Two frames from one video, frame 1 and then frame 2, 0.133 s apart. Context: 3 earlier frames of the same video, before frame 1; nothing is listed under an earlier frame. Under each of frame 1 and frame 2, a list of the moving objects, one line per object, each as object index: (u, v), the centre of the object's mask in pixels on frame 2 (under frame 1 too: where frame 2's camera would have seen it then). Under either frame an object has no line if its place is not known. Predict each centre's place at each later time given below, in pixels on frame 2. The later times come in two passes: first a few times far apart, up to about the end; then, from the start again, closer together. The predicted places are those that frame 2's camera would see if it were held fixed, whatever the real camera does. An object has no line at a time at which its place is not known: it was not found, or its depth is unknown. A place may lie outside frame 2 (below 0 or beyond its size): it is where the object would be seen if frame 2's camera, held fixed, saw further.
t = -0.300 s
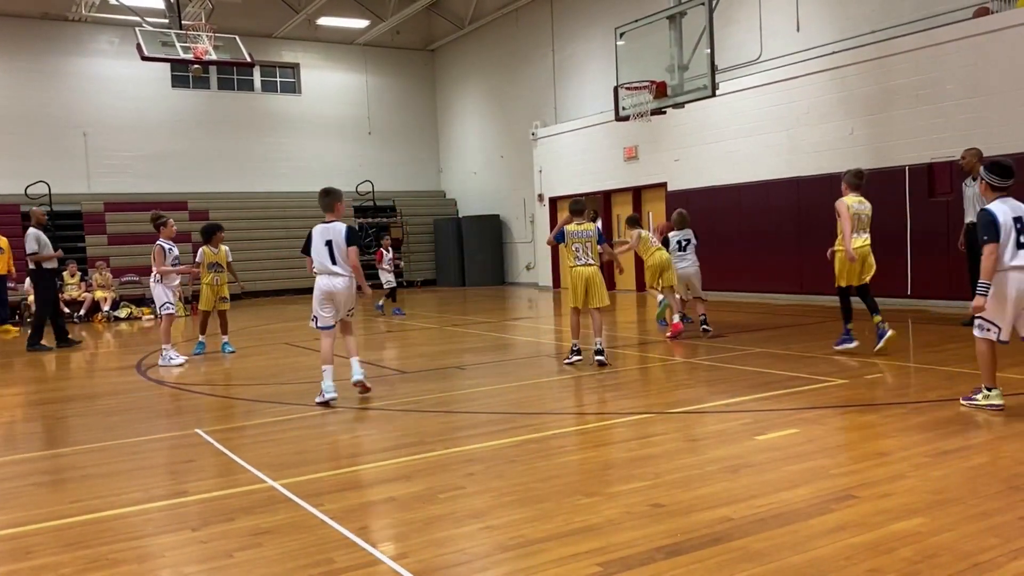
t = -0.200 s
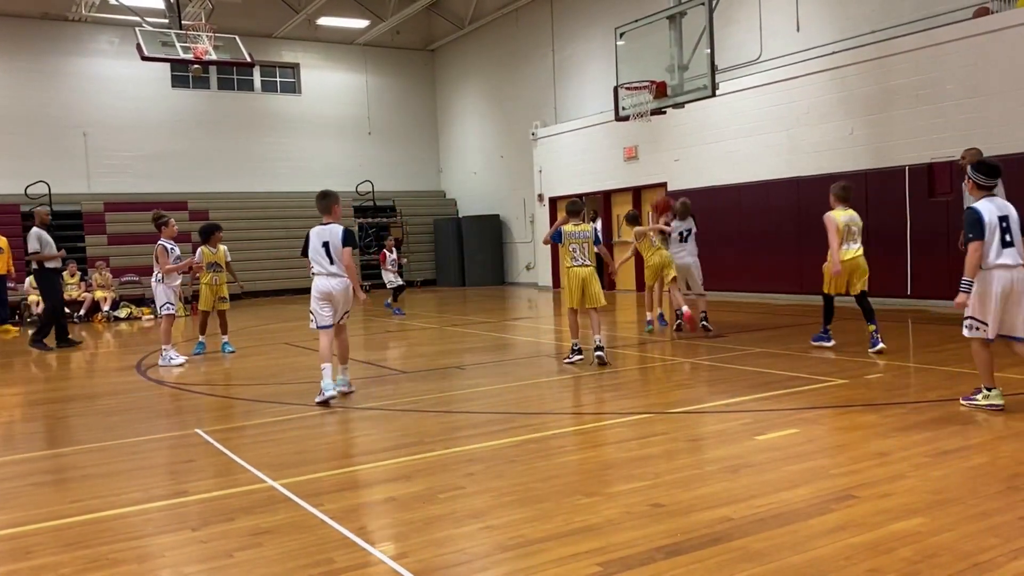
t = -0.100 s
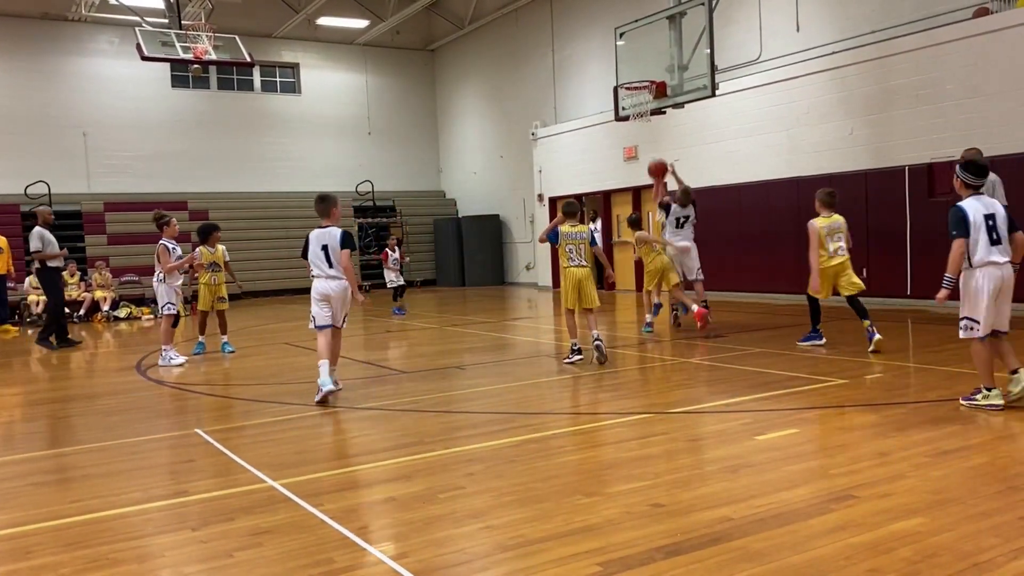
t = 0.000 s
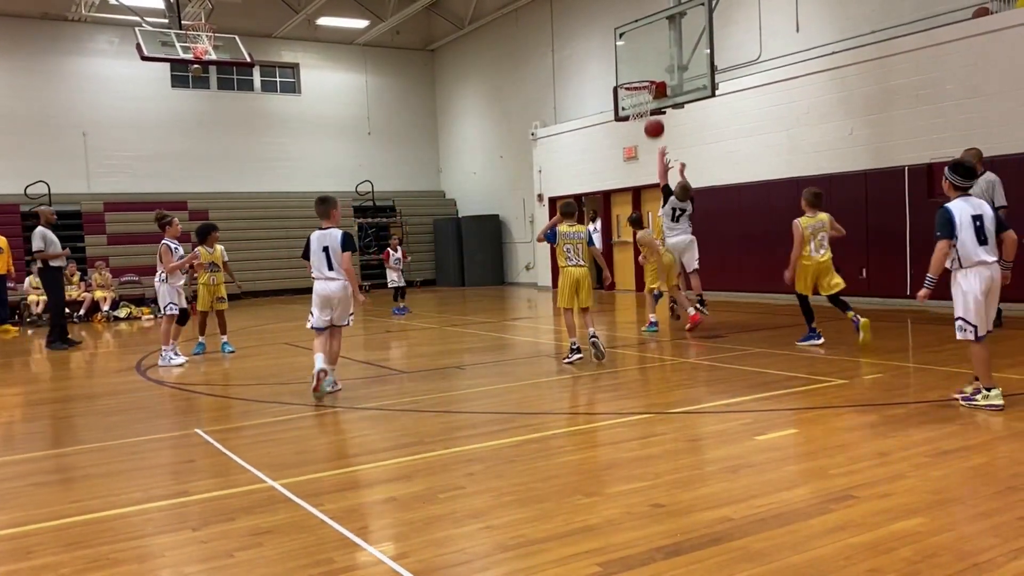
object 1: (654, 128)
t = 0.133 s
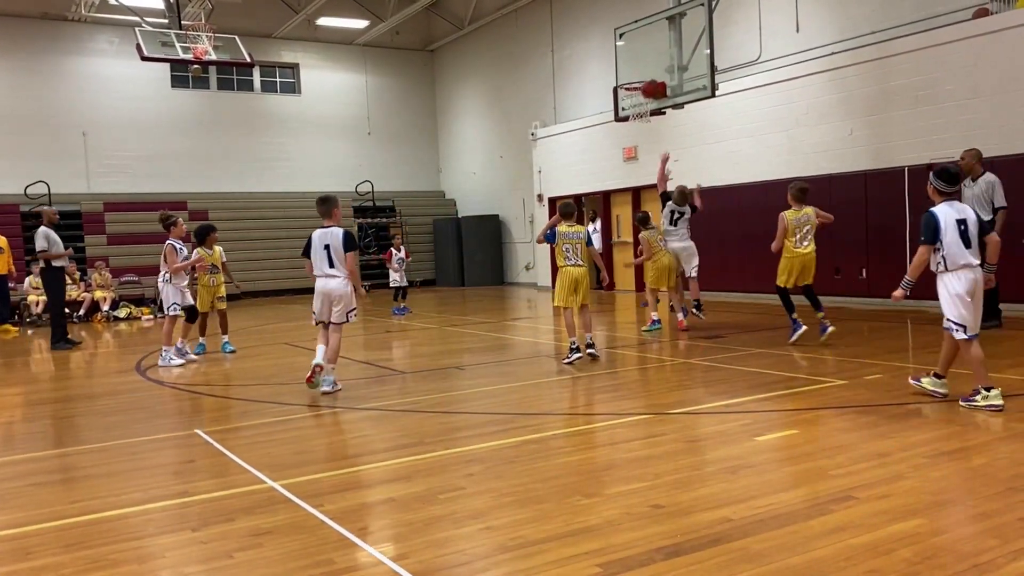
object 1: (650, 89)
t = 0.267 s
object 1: (647, 65)
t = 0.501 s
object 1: (644, 59)
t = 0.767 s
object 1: (640, 102)
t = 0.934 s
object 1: (638, 123)
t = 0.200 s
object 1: (649, 74)
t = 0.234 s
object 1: (648, 69)
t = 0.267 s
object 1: (647, 65)
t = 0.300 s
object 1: (647, 61)
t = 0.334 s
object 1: (646, 58)
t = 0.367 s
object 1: (646, 57)
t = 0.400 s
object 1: (645, 56)
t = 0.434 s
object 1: (645, 56)
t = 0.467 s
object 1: (644, 57)
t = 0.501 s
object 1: (644, 59)
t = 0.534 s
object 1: (643, 62)
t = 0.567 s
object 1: (643, 65)
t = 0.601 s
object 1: (643, 70)
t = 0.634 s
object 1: (642, 75)
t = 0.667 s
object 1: (642, 79)
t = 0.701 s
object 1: (640, 88)
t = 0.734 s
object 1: (641, 94)
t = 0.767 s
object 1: (640, 102)
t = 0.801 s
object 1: (640, 107)
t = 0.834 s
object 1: (639, 112)
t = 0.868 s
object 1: (639, 114)
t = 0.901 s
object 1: (638, 119)
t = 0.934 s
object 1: (638, 123)
